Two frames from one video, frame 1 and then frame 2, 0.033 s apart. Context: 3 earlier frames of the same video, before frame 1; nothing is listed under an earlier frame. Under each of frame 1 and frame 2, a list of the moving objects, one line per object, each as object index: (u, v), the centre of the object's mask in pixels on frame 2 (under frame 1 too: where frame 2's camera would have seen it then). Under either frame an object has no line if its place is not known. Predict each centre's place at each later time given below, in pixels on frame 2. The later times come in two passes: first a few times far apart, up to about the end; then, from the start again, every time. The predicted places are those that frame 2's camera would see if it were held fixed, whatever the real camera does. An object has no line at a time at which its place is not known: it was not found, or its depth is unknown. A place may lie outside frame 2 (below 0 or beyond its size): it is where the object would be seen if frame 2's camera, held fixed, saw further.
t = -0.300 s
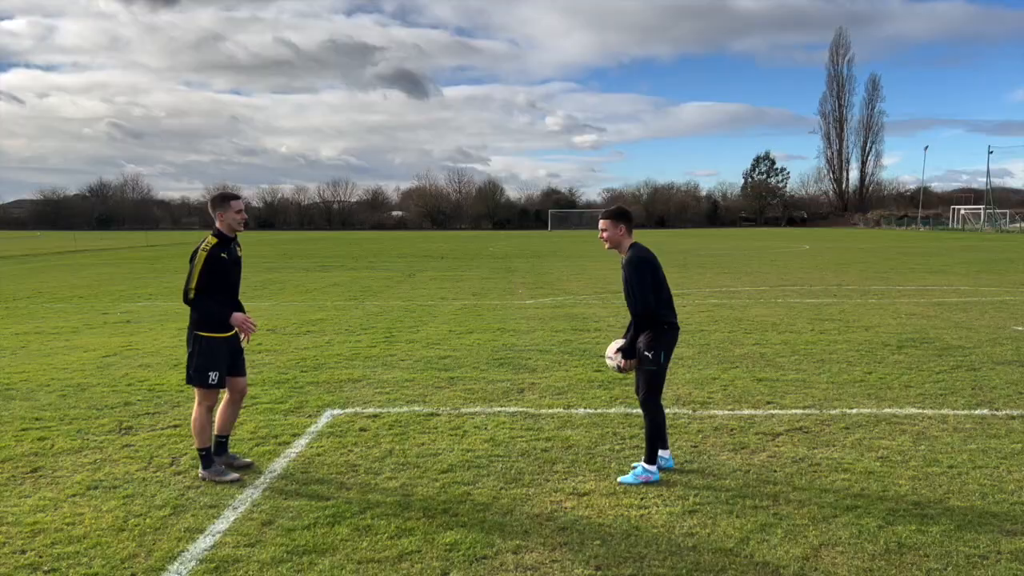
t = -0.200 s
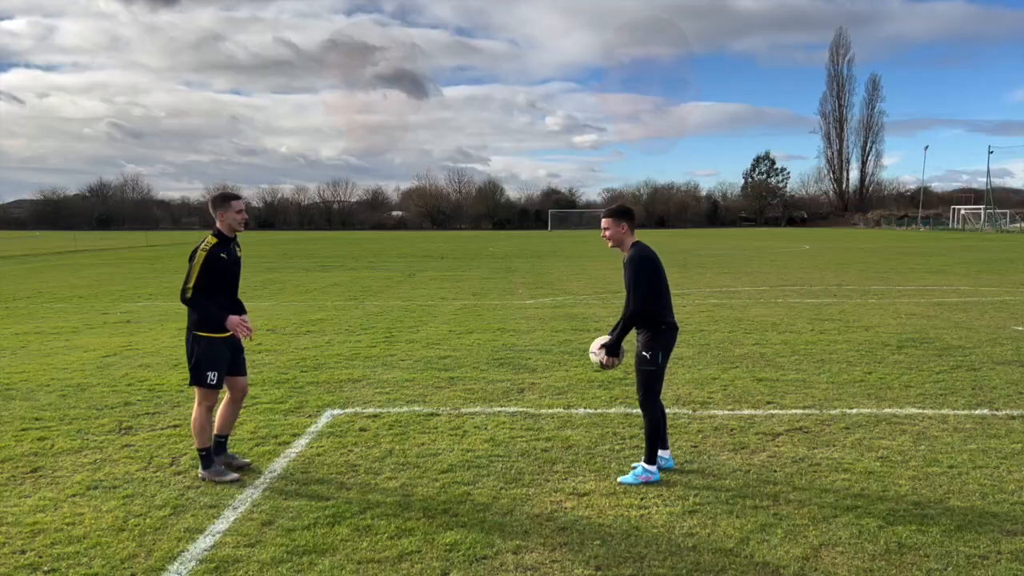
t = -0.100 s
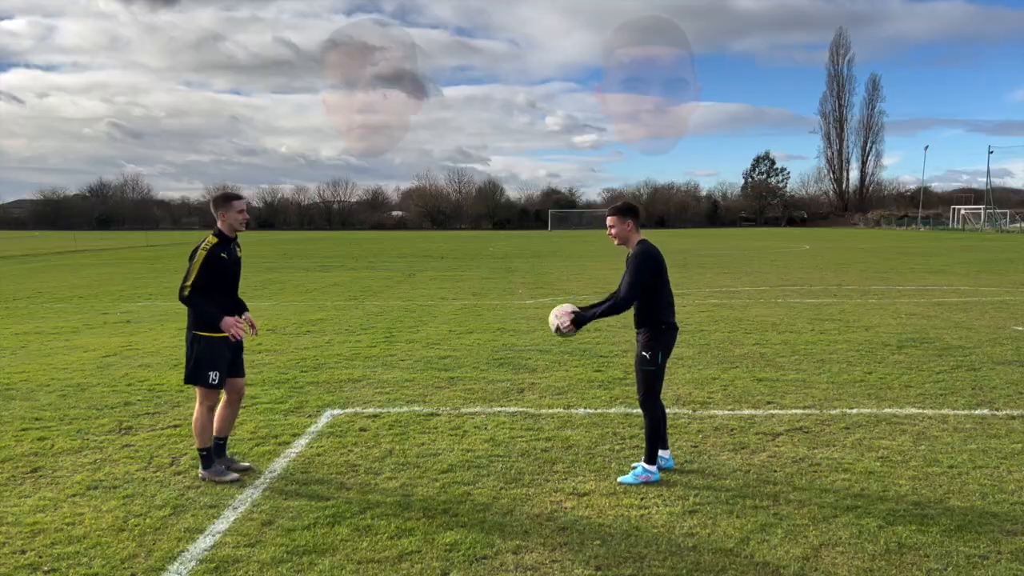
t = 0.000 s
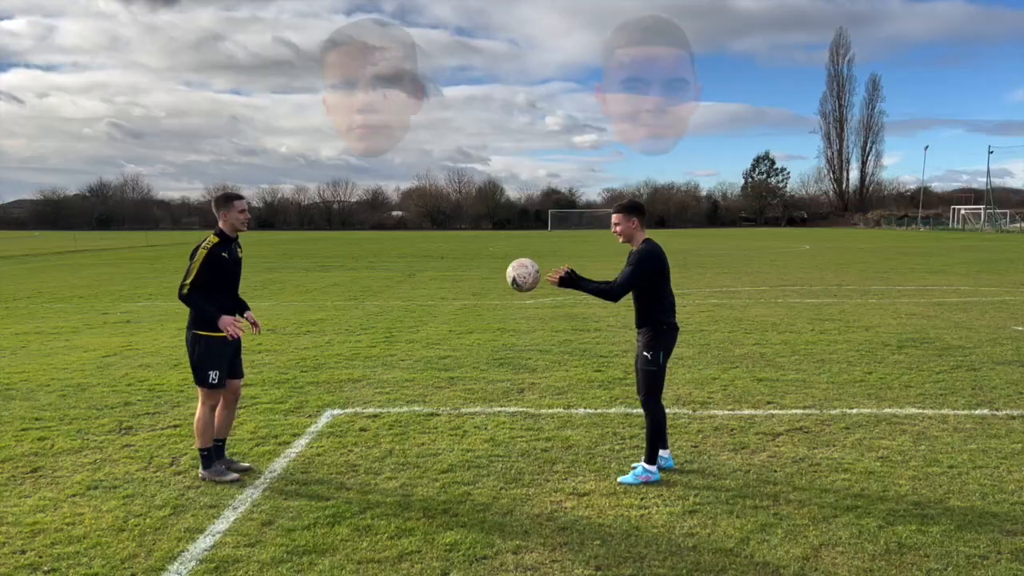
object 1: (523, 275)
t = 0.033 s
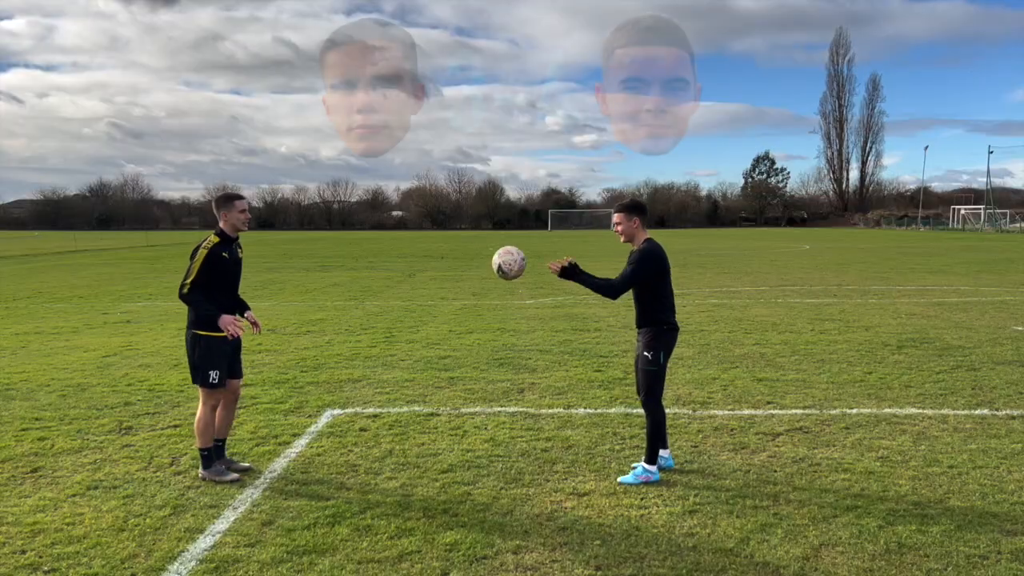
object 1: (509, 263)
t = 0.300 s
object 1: (396, 225)
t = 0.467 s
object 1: (327, 253)
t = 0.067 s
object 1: (495, 252)
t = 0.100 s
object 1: (481, 243)
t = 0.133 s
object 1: (466, 237)
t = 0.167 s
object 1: (452, 231)
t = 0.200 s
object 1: (438, 227)
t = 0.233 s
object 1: (424, 224)
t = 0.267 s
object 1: (410, 224)
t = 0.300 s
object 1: (396, 225)
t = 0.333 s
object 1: (382, 227)
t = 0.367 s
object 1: (368, 231)
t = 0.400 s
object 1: (354, 237)
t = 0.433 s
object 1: (340, 244)
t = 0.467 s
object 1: (327, 253)
